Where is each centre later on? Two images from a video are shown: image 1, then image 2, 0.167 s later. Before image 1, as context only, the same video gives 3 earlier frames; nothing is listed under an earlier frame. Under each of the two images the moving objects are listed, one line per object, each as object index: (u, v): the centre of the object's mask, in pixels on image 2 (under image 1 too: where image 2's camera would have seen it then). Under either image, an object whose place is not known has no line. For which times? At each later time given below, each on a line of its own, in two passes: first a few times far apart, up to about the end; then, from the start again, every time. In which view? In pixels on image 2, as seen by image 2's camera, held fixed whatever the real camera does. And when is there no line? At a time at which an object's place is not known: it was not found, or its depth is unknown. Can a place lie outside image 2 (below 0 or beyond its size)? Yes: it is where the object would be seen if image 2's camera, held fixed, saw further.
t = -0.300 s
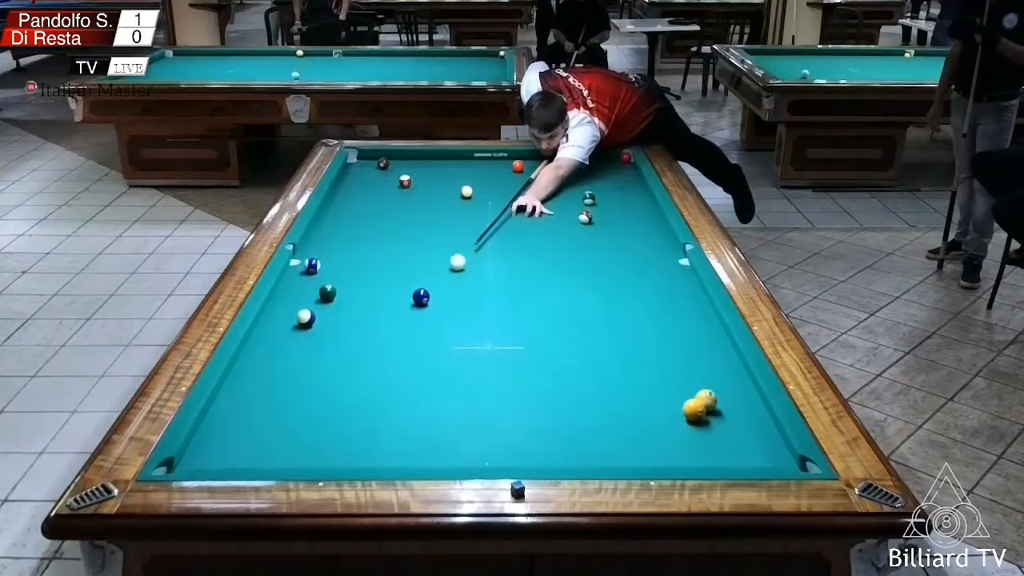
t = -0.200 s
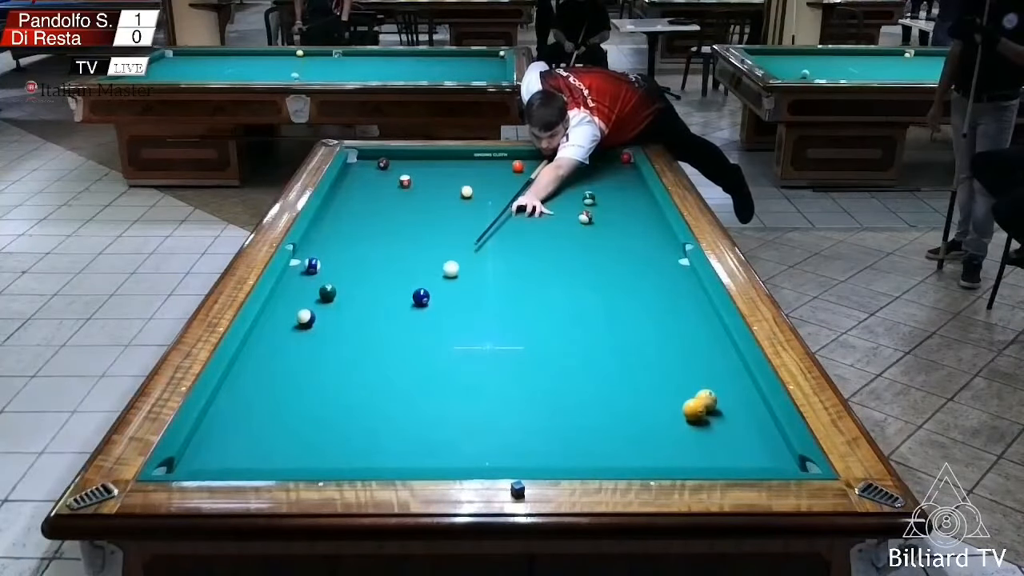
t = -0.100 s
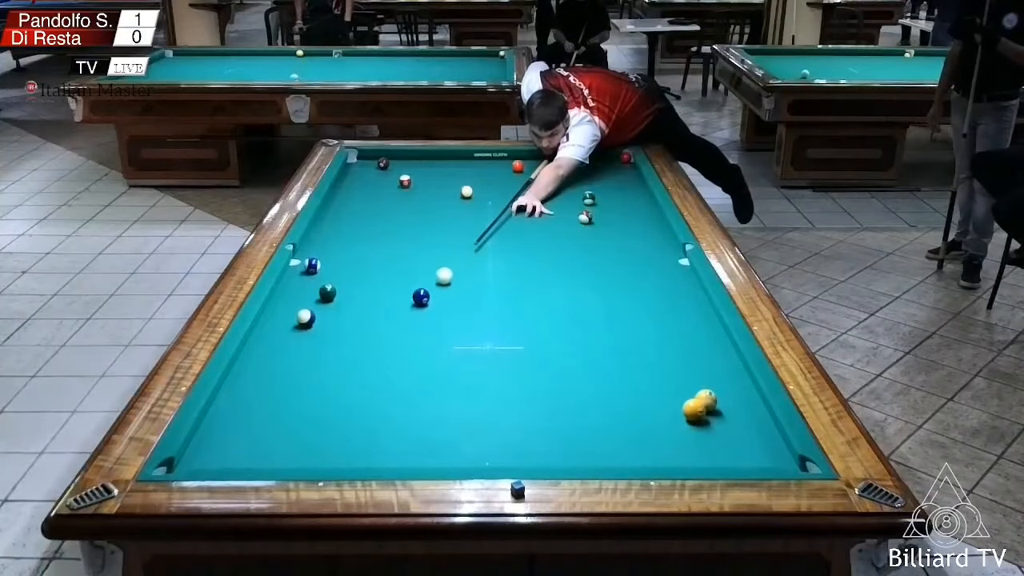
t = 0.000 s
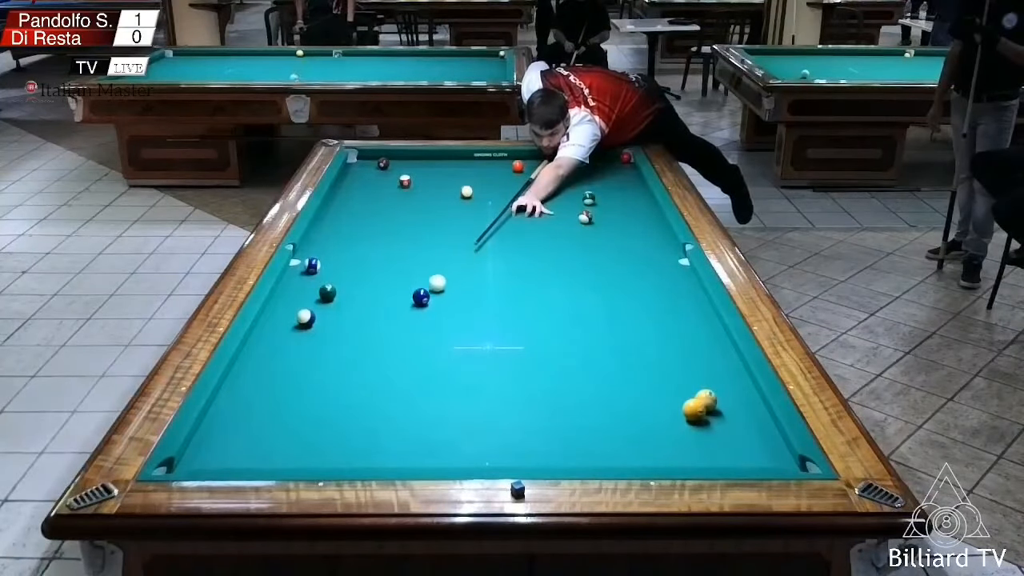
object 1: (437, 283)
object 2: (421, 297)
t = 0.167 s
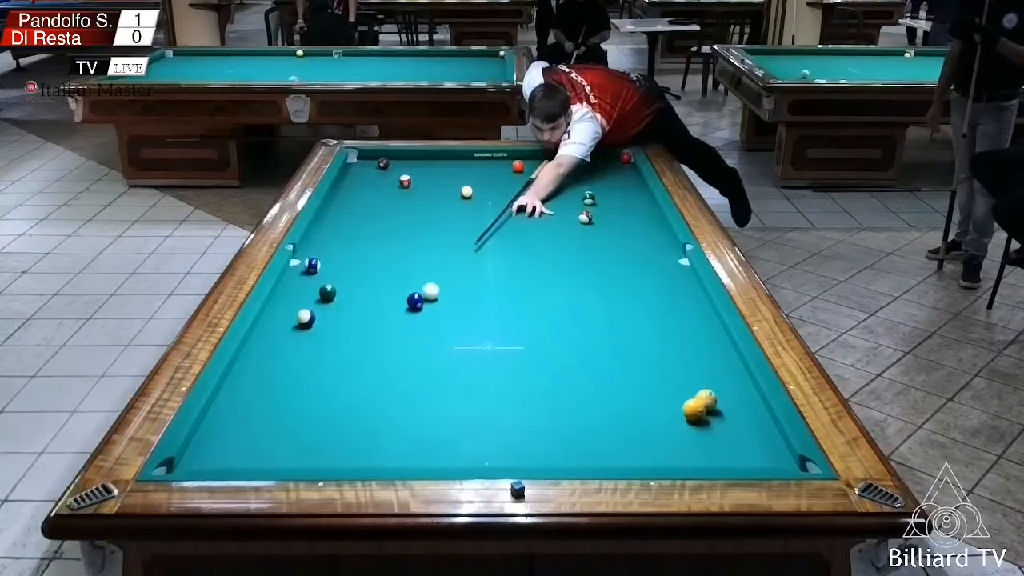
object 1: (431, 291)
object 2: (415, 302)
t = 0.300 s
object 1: (431, 294)
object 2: (406, 308)
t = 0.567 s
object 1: (431, 299)
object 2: (388, 321)
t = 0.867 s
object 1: (432, 305)
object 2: (368, 336)
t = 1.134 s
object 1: (433, 309)
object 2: (349, 349)
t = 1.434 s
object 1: (434, 314)
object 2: (327, 365)
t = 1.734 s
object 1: (436, 318)
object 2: (306, 380)
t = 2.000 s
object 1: (436, 321)
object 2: (286, 394)
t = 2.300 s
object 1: (437, 323)
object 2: (262, 412)
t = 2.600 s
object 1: (437, 326)
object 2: (238, 428)
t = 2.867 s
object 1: (438, 327)
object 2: (219, 441)
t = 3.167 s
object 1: (438, 328)
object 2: (196, 456)
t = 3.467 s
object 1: (438, 328)
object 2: (188, 464)
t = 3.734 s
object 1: (438, 328)
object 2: (188, 464)
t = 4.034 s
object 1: (438, 328)
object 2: (189, 462)
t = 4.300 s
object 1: (438, 328)
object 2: (188, 461)
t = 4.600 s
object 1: (438, 328)
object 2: (190, 460)
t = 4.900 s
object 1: (438, 328)
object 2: (189, 459)
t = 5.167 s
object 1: (438, 328)
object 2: (189, 459)
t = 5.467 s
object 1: (438, 328)
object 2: (190, 460)
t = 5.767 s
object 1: (438, 328)
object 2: (190, 459)
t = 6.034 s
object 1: (438, 328)
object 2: (190, 459)
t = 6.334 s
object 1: (438, 328)
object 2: (190, 459)
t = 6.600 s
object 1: (438, 328)
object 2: (190, 459)
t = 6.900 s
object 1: (438, 328)
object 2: (190, 459)
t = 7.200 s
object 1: (438, 328)
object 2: (190, 459)
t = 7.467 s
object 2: (190, 459)
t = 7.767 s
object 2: (190, 459)
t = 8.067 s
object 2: (189, 460)
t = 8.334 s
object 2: (189, 460)
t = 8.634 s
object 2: (189, 460)
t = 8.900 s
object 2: (189, 460)
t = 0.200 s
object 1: (431, 292)
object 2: (413, 303)
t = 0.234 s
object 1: (431, 293)
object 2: (411, 305)
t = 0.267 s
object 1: (431, 293)
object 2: (409, 306)
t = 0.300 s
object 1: (431, 294)
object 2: (406, 308)
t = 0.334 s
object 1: (431, 295)
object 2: (404, 310)
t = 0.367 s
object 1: (431, 295)
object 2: (402, 311)
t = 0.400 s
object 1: (431, 296)
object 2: (400, 313)
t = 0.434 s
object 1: (431, 297)
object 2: (397, 315)
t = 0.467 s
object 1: (431, 297)
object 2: (395, 316)
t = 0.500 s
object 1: (431, 298)
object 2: (393, 318)
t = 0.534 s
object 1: (431, 299)
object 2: (392, 319)
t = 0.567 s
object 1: (431, 299)
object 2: (388, 321)
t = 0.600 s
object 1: (432, 300)
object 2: (386, 323)
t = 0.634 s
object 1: (432, 300)
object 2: (384, 325)
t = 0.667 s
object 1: (432, 301)
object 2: (382, 326)
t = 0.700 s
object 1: (432, 302)
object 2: (379, 327)
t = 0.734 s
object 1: (432, 302)
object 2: (377, 329)
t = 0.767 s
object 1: (432, 303)
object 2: (375, 331)
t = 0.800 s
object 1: (432, 303)
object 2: (372, 333)
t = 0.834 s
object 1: (432, 304)
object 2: (370, 334)
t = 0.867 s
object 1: (432, 305)
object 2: (368, 336)
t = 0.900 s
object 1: (432, 305)
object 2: (367, 337)
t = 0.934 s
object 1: (432, 305)
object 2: (364, 338)
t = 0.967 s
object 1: (433, 306)
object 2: (361, 341)
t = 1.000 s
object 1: (433, 307)
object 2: (358, 343)
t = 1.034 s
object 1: (433, 308)
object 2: (356, 344)
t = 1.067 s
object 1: (433, 308)
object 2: (354, 346)
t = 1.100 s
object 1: (433, 309)
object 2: (351, 348)
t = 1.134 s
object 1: (433, 309)
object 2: (349, 349)
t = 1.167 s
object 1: (433, 310)
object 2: (347, 351)
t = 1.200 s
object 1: (433, 310)
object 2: (344, 353)
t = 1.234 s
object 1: (433, 311)
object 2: (342, 354)
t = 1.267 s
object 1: (434, 311)
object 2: (341, 355)
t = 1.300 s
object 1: (434, 312)
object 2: (338, 357)
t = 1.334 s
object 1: (434, 313)
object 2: (336, 359)
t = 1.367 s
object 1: (434, 313)
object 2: (332, 361)
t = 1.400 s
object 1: (434, 313)
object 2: (330, 363)
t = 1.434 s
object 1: (434, 314)
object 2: (327, 365)
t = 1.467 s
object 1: (434, 315)
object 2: (325, 367)
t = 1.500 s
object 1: (434, 315)
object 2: (322, 368)
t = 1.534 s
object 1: (435, 316)
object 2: (320, 370)
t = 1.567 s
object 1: (435, 316)
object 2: (317, 372)
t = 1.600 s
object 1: (435, 316)
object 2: (315, 374)
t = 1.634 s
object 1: (435, 317)
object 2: (313, 375)
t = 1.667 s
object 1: (435, 317)
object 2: (311, 376)
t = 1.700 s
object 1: (435, 317)
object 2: (309, 378)
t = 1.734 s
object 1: (436, 318)
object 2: (306, 380)
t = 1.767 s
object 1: (436, 318)
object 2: (303, 383)
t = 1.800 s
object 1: (436, 319)
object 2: (300, 385)
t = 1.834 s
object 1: (436, 319)
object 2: (297, 386)
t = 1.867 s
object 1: (436, 319)
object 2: (295, 388)
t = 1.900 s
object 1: (436, 320)
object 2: (292, 390)
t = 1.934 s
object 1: (436, 320)
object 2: (290, 392)
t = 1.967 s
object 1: (436, 321)
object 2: (287, 394)
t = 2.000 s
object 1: (436, 321)
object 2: (286, 394)
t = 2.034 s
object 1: (436, 321)
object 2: (283, 396)
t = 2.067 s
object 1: (436, 321)
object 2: (281, 398)
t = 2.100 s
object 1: (437, 322)
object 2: (278, 400)
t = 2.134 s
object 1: (437, 322)
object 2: (276, 401)
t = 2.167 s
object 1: (437, 323)
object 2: (272, 404)
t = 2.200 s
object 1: (437, 323)
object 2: (269, 406)
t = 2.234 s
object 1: (437, 323)
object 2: (267, 408)
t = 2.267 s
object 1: (437, 323)
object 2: (264, 409)
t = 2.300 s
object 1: (437, 323)
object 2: (262, 412)
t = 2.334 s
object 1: (437, 324)
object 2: (259, 414)
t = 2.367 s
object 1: (437, 324)
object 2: (258, 414)
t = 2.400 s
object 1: (437, 324)
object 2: (255, 416)
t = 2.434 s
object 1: (437, 324)
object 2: (253, 417)
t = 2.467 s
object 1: (437, 325)
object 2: (250, 419)
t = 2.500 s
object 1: (437, 325)
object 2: (247, 422)
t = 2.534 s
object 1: (437, 325)
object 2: (244, 424)
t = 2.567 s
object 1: (437, 325)
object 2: (242, 426)
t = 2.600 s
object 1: (437, 326)
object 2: (238, 428)
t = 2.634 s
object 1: (438, 326)
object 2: (236, 429)
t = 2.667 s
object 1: (437, 326)
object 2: (233, 431)
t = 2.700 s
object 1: (438, 326)
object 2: (231, 433)
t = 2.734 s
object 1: (438, 327)
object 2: (229, 434)
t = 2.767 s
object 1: (438, 327)
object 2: (227, 436)
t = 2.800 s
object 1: (438, 327)
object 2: (224, 437)
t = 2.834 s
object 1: (438, 327)
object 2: (222, 439)
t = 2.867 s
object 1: (438, 327)
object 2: (219, 441)
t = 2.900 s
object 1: (438, 327)
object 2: (217, 443)
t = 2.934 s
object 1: (438, 327)
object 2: (214, 445)
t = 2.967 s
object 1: (438, 327)
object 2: (210, 447)
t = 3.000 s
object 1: (438, 328)
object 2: (207, 449)
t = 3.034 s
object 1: (438, 328)
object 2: (205, 451)
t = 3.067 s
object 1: (438, 328)
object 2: (203, 452)
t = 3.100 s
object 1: (438, 328)
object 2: (201, 453)
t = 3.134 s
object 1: (438, 328)
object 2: (198, 454)
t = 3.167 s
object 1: (438, 328)
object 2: (196, 456)
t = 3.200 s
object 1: (438, 328)
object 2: (193, 457)
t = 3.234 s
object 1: (438, 328)
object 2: (191, 458)
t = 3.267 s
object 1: (438, 328)
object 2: (188, 460)
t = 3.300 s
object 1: (438, 328)
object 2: (188, 460)
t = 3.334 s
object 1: (438, 328)
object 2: (188, 461)
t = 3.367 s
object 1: (438, 328)
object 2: (188, 462)
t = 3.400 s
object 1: (438, 328)
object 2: (188, 463)
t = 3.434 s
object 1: (438, 328)
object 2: (188, 464)
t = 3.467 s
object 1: (438, 328)
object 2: (188, 464)
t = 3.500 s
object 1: (438, 328)
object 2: (187, 464)
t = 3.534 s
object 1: (438, 328)
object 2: (187, 465)
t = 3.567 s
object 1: (438, 328)
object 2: (187, 465)
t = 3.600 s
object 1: (438, 328)
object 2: (187, 465)
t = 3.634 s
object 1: (438, 328)
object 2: (187, 465)
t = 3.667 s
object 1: (438, 328)
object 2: (187, 465)
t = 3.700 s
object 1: (438, 328)
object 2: (188, 464)
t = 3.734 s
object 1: (438, 328)
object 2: (188, 464)
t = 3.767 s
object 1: (438, 328)
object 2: (188, 464)
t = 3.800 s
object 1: (438, 328)
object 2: (189, 463)
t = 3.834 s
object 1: (438, 328)
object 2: (189, 463)
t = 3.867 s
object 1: (438, 328)
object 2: (189, 463)
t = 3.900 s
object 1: (438, 328)
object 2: (189, 463)
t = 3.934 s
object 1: (438, 328)
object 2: (188, 463)
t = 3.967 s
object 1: (438, 328)
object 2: (189, 462)
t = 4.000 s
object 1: (438, 328)
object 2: (189, 462)
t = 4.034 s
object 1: (438, 328)
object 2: (189, 462)
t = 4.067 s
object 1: (438, 328)
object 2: (189, 462)
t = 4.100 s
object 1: (438, 328)
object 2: (189, 461)
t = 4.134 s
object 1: (438, 328)
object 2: (189, 461)
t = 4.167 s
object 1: (438, 328)
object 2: (189, 461)
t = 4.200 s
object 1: (438, 328)
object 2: (189, 461)
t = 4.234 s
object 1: (438, 328)
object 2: (188, 461)
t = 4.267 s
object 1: (438, 328)
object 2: (188, 461)
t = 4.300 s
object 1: (438, 328)
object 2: (188, 461)
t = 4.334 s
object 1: (438, 328)
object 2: (189, 460)
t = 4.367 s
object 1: (438, 328)
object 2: (189, 460)
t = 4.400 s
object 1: (438, 328)
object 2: (189, 460)
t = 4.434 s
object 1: (438, 328)
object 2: (189, 460)
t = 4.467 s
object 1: (438, 328)
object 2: (189, 460)
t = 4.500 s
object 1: (438, 328)
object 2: (190, 460)
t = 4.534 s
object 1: (438, 328)
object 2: (189, 460)
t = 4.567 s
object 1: (438, 328)
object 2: (189, 460)
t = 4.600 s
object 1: (438, 328)
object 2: (190, 460)
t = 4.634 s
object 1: (438, 328)
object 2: (189, 460)
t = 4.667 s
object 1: (438, 328)
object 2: (189, 460)
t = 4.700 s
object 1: (438, 328)
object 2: (190, 460)
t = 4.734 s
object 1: (438, 328)
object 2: (190, 460)
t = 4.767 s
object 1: (438, 328)
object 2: (190, 460)
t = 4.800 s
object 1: (438, 328)
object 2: (189, 459)
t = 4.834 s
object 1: (438, 328)
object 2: (190, 460)
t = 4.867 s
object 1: (438, 328)
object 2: (190, 460)
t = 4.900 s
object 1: (438, 328)
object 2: (189, 459)
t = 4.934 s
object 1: (438, 328)
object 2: (190, 460)
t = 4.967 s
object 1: (438, 328)
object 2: (190, 460)
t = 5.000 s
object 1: (438, 328)
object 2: (190, 460)
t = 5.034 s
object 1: (438, 328)
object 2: (189, 460)
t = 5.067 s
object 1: (438, 328)
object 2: (189, 459)
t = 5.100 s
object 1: (438, 328)
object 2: (189, 459)
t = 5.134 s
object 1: (438, 328)
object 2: (190, 459)
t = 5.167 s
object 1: (438, 328)
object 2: (189, 459)
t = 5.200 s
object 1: (438, 328)
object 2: (190, 460)
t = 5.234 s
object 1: (438, 328)
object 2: (190, 460)
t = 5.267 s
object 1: (438, 328)
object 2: (190, 459)
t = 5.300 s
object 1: (438, 328)
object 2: (190, 459)
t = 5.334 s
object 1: (438, 328)
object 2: (190, 459)
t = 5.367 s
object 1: (438, 328)
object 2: (190, 459)
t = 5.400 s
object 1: (438, 328)
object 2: (190, 460)
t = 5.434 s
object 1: (438, 328)
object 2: (190, 460)
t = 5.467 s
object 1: (438, 328)
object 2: (190, 460)
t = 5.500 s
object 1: (438, 328)
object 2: (190, 460)
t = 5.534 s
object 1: (438, 328)
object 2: (190, 459)
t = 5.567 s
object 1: (438, 328)
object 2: (190, 460)
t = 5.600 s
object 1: (438, 328)
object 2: (190, 459)
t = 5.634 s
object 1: (438, 328)
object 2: (190, 460)
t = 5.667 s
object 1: (438, 328)
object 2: (190, 460)
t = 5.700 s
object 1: (438, 328)
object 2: (190, 459)
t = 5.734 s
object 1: (438, 328)
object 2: (190, 459)
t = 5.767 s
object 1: (438, 328)
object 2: (190, 459)
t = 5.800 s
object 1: (438, 328)
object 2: (190, 459)
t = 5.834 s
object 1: (438, 328)
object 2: (190, 459)
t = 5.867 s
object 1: (438, 328)
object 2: (190, 459)
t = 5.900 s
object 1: (438, 328)
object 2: (190, 459)
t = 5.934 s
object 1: (438, 328)
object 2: (190, 459)
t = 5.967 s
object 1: (438, 328)
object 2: (190, 459)
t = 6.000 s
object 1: (438, 328)
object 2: (190, 459)
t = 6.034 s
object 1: (438, 328)
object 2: (190, 459)
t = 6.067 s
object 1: (438, 328)
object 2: (190, 459)
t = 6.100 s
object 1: (438, 328)
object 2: (190, 459)
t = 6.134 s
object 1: (438, 328)
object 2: (190, 459)
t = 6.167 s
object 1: (438, 328)
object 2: (190, 459)
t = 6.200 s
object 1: (438, 328)
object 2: (190, 459)
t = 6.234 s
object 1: (438, 328)
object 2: (190, 459)
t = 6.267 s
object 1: (438, 328)
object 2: (190, 459)
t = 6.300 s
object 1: (438, 328)
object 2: (190, 459)
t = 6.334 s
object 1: (438, 328)
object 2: (190, 459)
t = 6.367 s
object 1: (438, 328)
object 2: (190, 459)
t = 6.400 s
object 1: (438, 328)
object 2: (190, 459)
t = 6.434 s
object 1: (438, 328)
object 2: (190, 459)
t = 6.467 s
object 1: (438, 328)
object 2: (190, 459)
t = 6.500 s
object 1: (438, 328)
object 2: (190, 459)
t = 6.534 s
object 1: (438, 328)
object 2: (190, 459)
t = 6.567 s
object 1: (438, 328)
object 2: (190, 459)
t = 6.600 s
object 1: (438, 328)
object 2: (190, 459)
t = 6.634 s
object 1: (438, 328)
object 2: (190, 459)
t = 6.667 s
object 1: (438, 328)
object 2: (190, 459)
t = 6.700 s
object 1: (438, 328)
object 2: (190, 459)
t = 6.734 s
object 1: (438, 328)
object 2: (190, 459)
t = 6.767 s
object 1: (438, 328)
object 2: (190, 459)
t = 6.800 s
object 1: (438, 328)
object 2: (190, 459)
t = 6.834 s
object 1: (438, 328)
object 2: (190, 459)
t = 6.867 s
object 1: (438, 328)
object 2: (190, 459)
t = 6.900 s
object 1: (438, 328)
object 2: (190, 459)
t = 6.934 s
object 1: (438, 328)
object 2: (190, 459)
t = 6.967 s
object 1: (438, 328)
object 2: (190, 459)
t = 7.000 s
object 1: (438, 328)
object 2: (190, 459)
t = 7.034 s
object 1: (438, 328)
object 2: (190, 459)
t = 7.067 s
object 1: (438, 328)
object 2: (190, 459)
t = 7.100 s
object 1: (438, 328)
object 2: (190, 459)
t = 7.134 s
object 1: (438, 328)
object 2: (190, 459)
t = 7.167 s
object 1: (438, 328)
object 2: (190, 459)
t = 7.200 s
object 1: (438, 328)
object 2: (190, 459)
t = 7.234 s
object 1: (438, 328)
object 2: (190, 459)
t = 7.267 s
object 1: (438, 328)
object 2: (190, 459)
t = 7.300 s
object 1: (438, 328)
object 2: (190, 459)
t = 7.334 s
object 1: (438, 328)
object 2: (190, 459)
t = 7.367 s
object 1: (438, 328)
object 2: (190, 459)
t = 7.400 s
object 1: (438, 328)
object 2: (190, 459)
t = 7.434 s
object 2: (190, 459)
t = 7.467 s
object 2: (190, 459)
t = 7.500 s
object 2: (190, 459)
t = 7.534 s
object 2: (190, 459)
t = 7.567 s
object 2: (190, 459)
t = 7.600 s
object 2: (190, 459)
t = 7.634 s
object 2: (190, 459)
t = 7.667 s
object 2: (190, 459)
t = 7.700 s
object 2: (190, 459)
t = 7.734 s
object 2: (190, 459)
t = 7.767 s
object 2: (190, 459)
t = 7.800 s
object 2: (190, 459)
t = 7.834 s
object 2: (189, 460)
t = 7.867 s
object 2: (189, 460)
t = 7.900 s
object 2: (189, 460)
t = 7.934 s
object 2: (189, 460)
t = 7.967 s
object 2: (189, 460)
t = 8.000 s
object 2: (189, 460)
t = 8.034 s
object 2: (189, 460)
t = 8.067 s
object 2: (189, 460)
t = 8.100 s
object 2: (189, 460)
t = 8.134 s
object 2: (189, 459)
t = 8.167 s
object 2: (189, 460)
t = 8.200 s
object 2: (189, 459)
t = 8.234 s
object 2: (189, 460)
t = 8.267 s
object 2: (189, 460)
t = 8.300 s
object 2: (189, 460)
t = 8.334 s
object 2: (189, 460)
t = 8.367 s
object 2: (189, 460)
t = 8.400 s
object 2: (190, 459)
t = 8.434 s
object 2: (190, 459)
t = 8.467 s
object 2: (189, 459)
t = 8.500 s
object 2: (189, 459)
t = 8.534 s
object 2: (189, 460)
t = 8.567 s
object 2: (189, 460)
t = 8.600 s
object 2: (189, 459)
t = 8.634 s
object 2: (189, 460)
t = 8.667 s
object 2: (189, 460)
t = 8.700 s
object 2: (189, 460)
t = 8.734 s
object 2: (189, 460)
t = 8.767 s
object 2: (190, 460)
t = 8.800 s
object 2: (189, 460)
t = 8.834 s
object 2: (189, 460)
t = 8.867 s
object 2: (190, 460)
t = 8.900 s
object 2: (189, 460)
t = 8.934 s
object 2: (189, 460)
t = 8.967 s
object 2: (189, 460)
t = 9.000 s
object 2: (189, 460)
